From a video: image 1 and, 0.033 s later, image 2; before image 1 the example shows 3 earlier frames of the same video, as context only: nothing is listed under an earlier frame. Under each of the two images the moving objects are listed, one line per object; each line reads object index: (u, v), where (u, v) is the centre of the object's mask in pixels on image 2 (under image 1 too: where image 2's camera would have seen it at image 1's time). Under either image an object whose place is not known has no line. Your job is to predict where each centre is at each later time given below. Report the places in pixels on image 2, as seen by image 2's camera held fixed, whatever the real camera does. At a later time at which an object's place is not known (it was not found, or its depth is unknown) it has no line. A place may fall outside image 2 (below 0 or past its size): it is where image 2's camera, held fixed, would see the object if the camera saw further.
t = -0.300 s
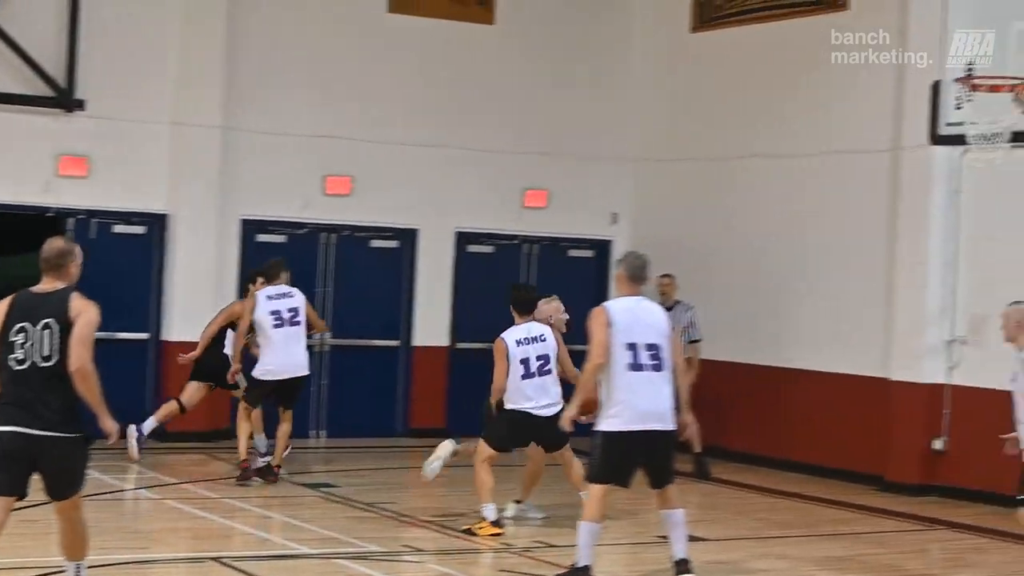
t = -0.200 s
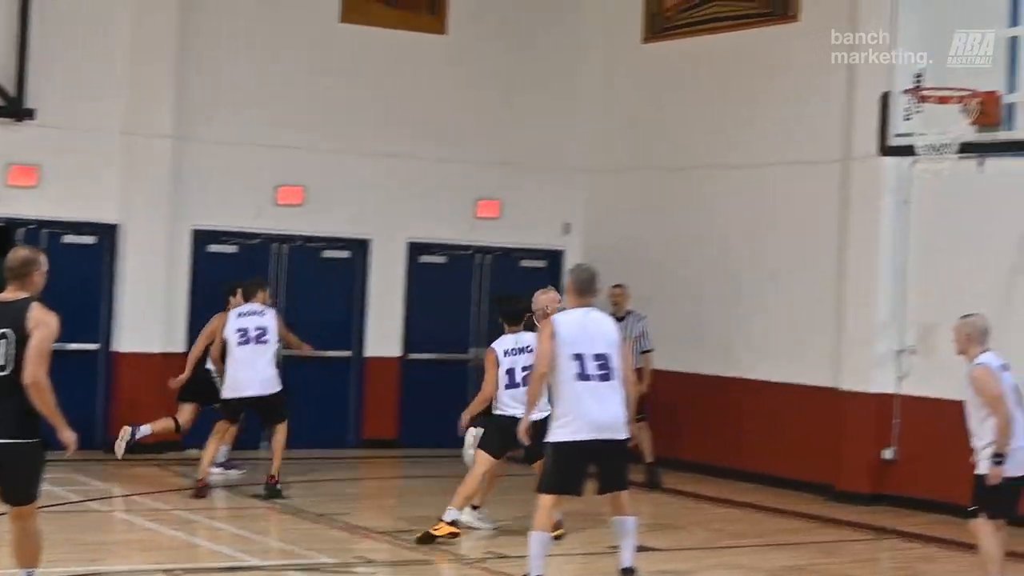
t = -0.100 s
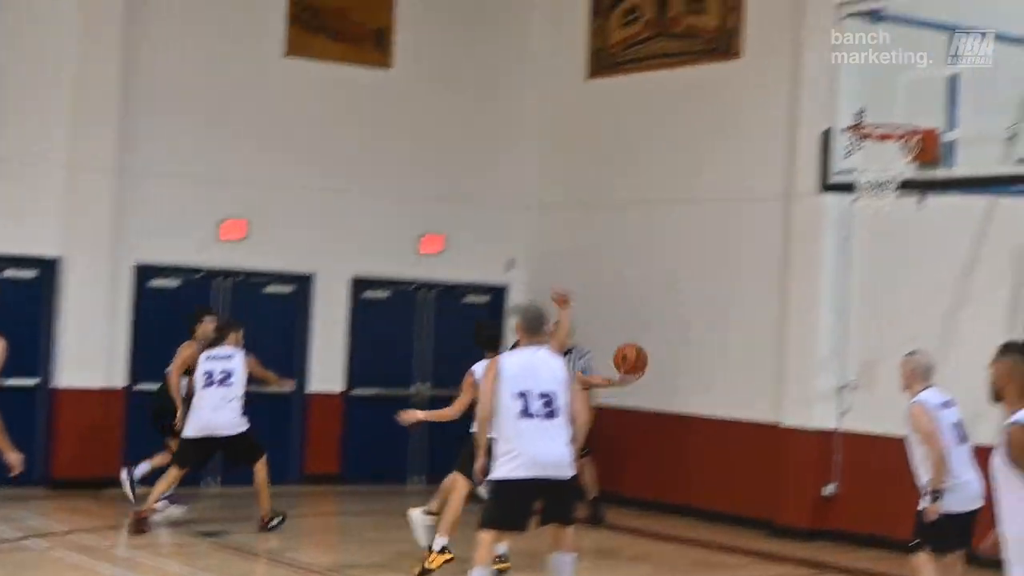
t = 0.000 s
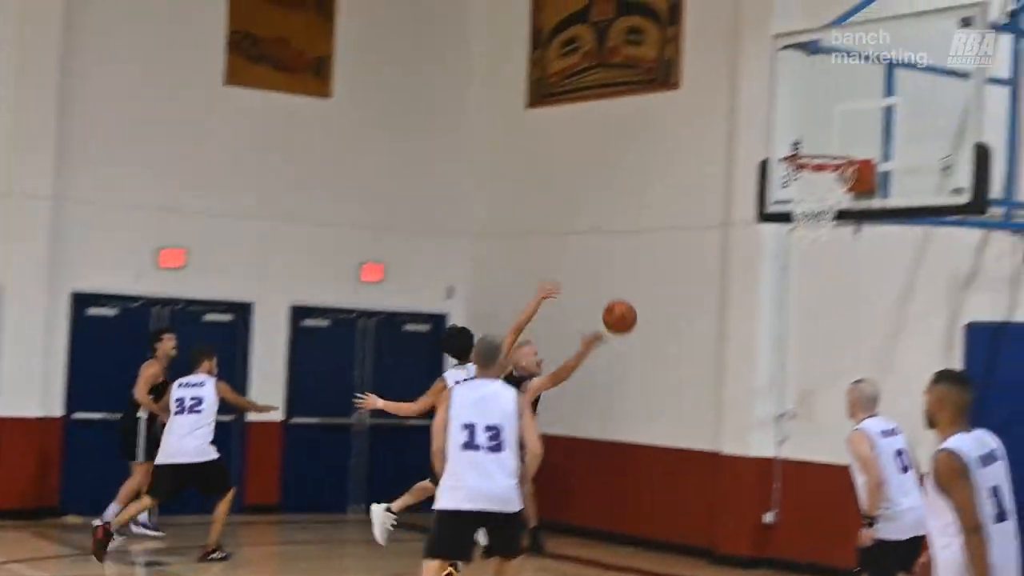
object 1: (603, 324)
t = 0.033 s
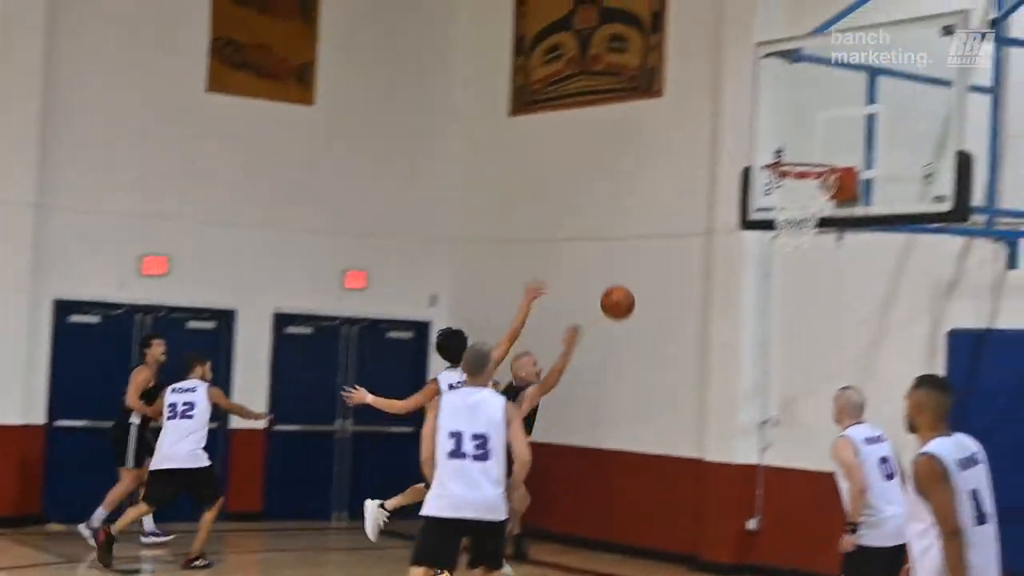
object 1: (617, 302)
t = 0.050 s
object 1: (625, 292)
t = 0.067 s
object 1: (632, 282)
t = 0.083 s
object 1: (639, 272)
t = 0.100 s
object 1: (646, 263)
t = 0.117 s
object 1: (653, 254)
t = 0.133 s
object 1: (660, 245)
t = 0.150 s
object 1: (667, 237)
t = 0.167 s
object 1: (674, 230)
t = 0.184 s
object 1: (681, 223)
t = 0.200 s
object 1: (689, 215)
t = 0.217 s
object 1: (696, 208)
